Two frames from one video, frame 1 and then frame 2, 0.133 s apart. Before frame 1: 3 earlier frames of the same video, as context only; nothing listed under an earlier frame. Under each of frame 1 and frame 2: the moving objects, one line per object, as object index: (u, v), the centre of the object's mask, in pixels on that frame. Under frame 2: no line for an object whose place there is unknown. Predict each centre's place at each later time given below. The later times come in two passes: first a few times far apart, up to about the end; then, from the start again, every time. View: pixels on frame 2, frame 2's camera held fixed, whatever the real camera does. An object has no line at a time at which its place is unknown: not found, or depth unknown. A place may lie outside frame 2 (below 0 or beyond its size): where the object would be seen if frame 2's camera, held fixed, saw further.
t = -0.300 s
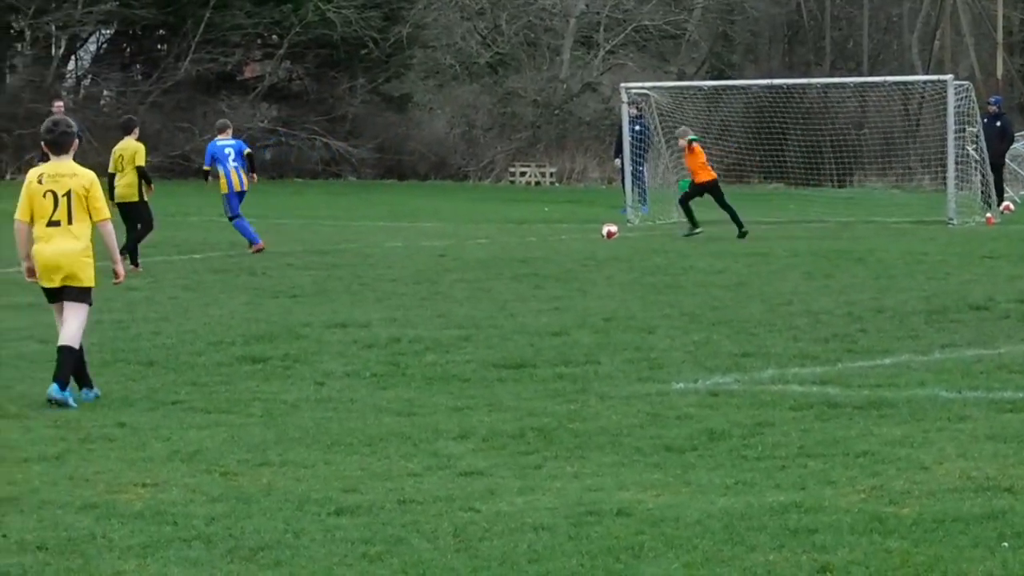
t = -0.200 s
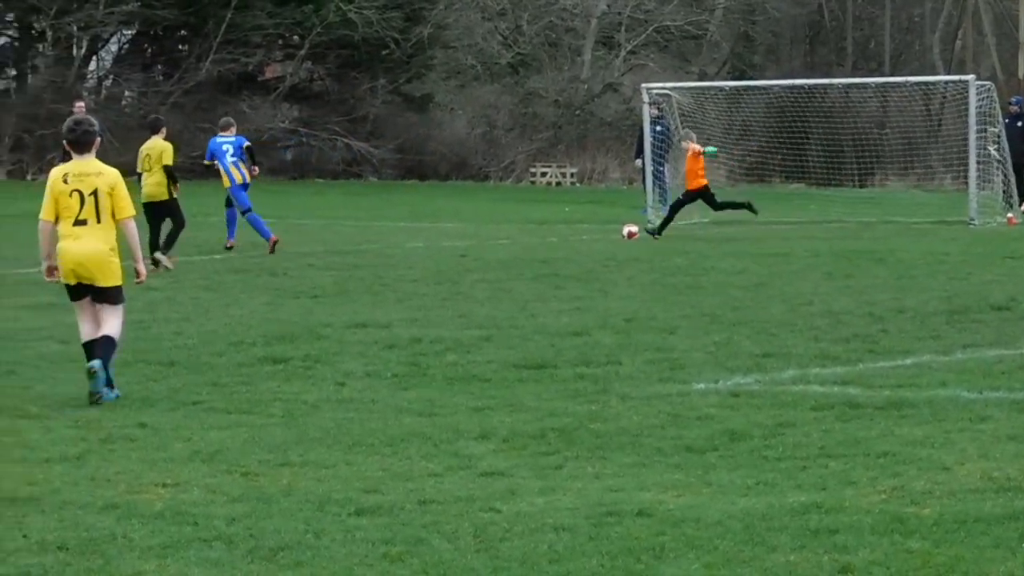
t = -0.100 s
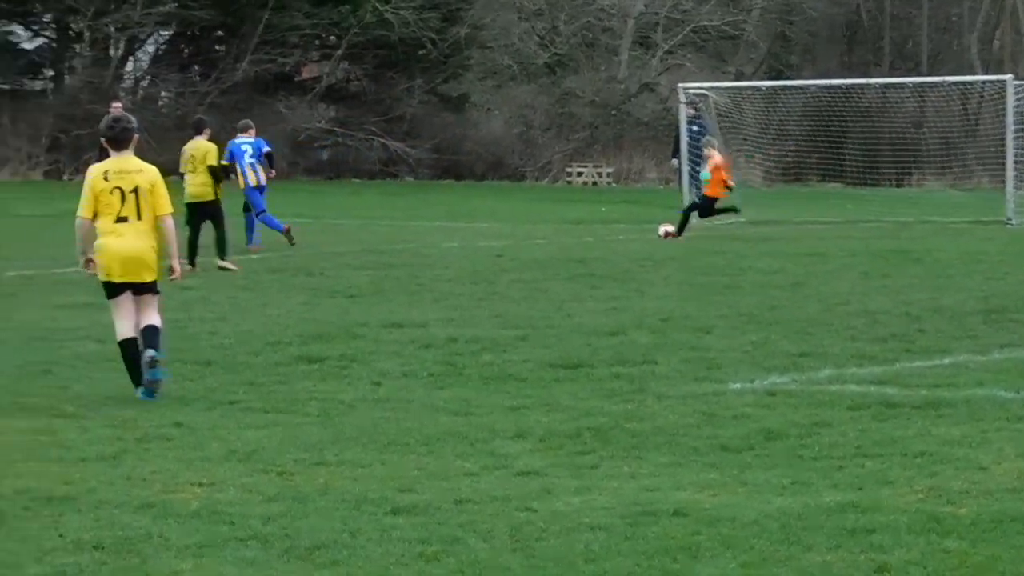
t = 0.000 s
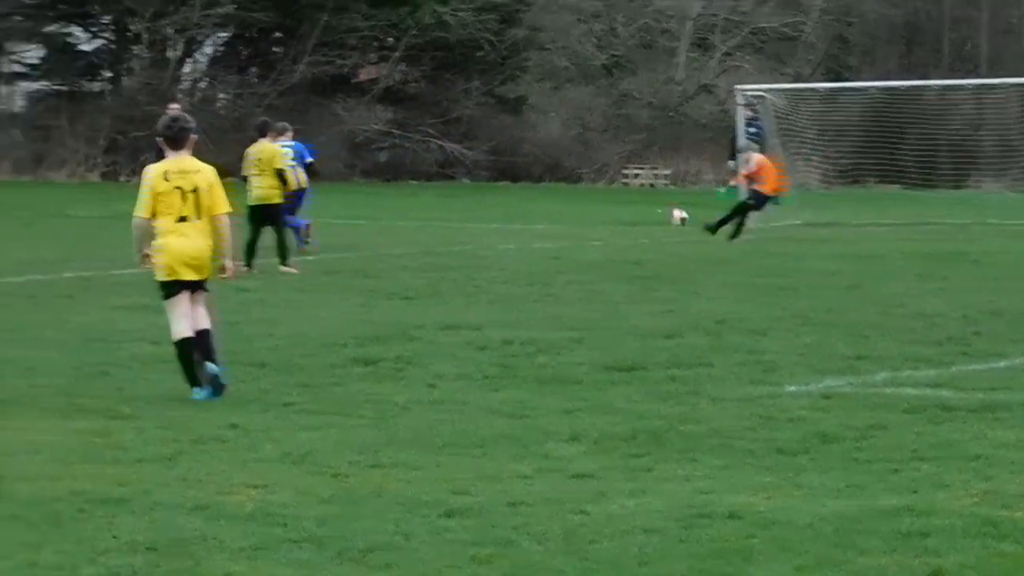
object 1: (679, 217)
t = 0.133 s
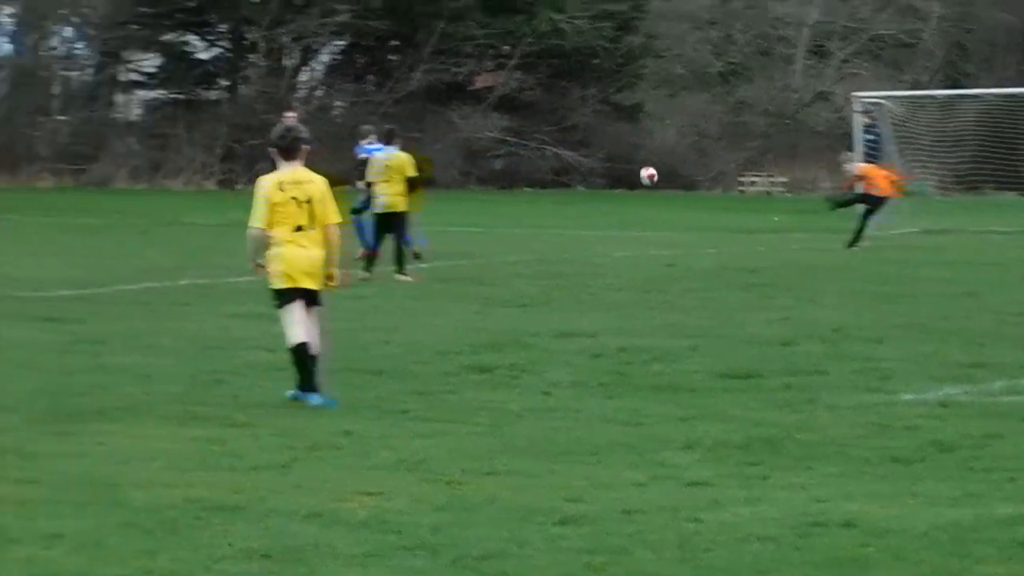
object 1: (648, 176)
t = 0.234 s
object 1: (540, 143)
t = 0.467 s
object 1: (306, 97)
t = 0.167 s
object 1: (610, 164)
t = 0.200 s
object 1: (575, 152)
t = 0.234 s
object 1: (540, 143)
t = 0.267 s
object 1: (504, 138)
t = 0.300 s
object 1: (474, 128)
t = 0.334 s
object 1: (441, 121)
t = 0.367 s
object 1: (406, 115)
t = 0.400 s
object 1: (374, 109)
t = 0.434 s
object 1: (340, 103)
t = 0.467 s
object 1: (306, 97)
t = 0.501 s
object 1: (272, 93)
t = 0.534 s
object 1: (238, 89)
